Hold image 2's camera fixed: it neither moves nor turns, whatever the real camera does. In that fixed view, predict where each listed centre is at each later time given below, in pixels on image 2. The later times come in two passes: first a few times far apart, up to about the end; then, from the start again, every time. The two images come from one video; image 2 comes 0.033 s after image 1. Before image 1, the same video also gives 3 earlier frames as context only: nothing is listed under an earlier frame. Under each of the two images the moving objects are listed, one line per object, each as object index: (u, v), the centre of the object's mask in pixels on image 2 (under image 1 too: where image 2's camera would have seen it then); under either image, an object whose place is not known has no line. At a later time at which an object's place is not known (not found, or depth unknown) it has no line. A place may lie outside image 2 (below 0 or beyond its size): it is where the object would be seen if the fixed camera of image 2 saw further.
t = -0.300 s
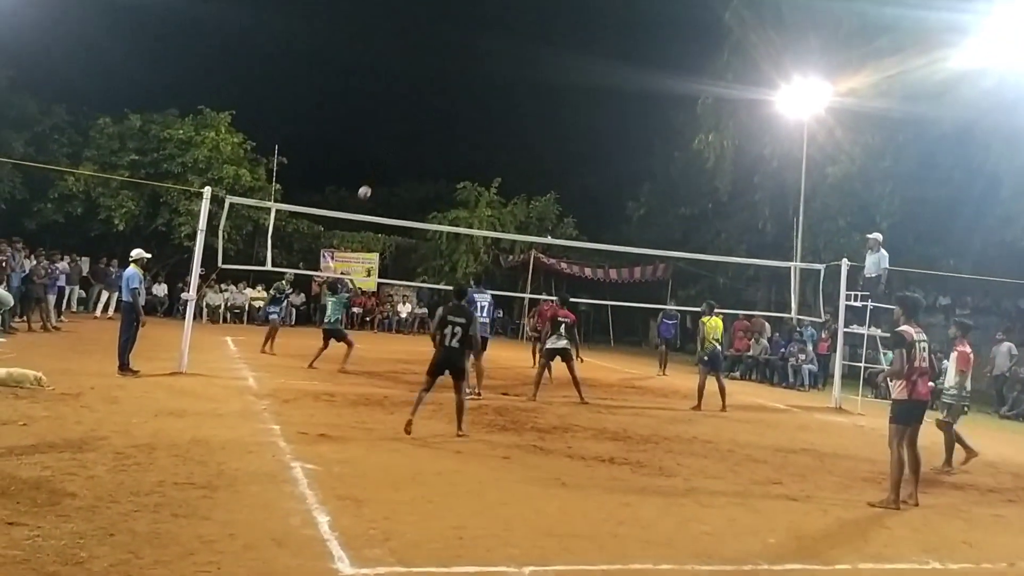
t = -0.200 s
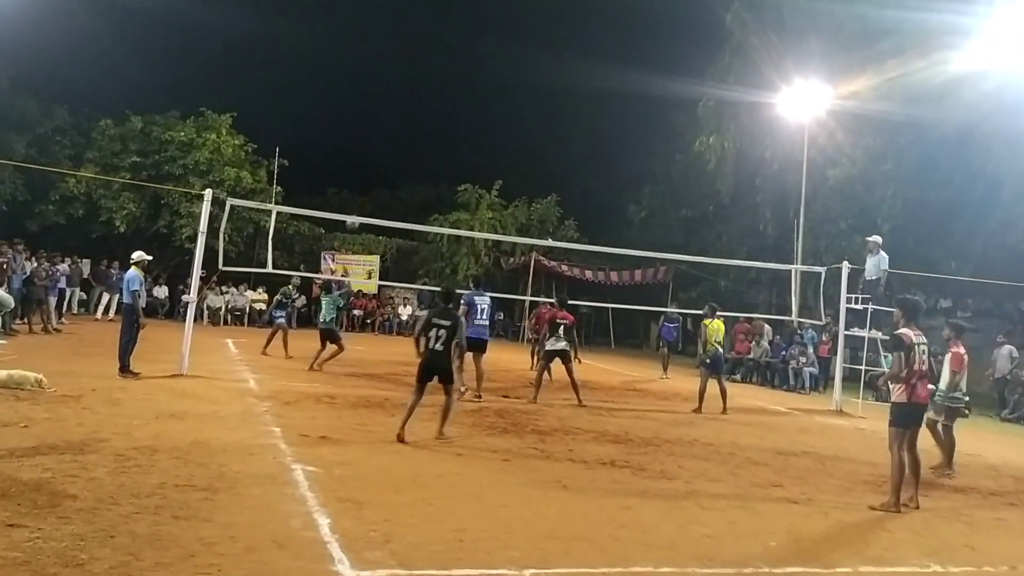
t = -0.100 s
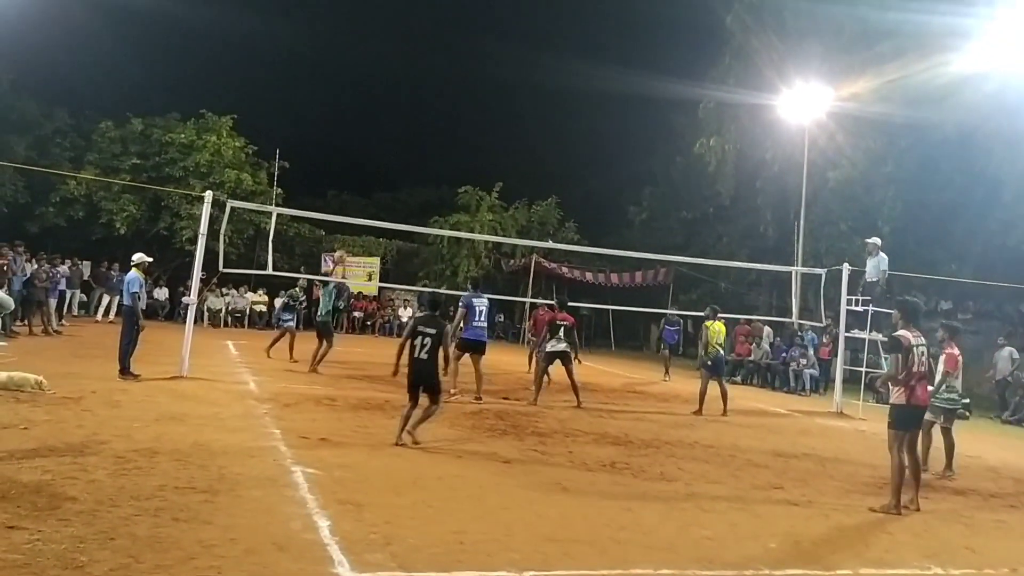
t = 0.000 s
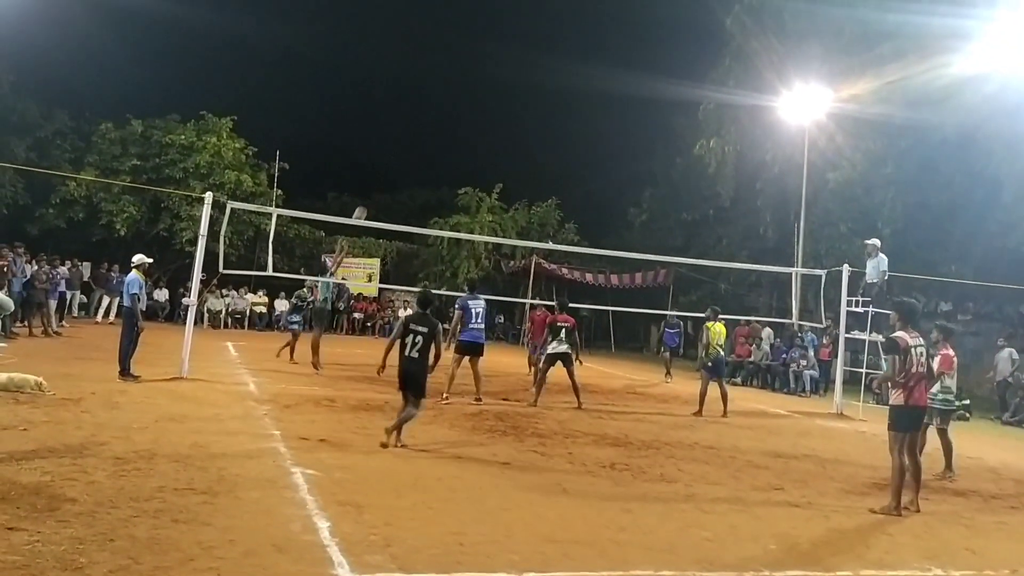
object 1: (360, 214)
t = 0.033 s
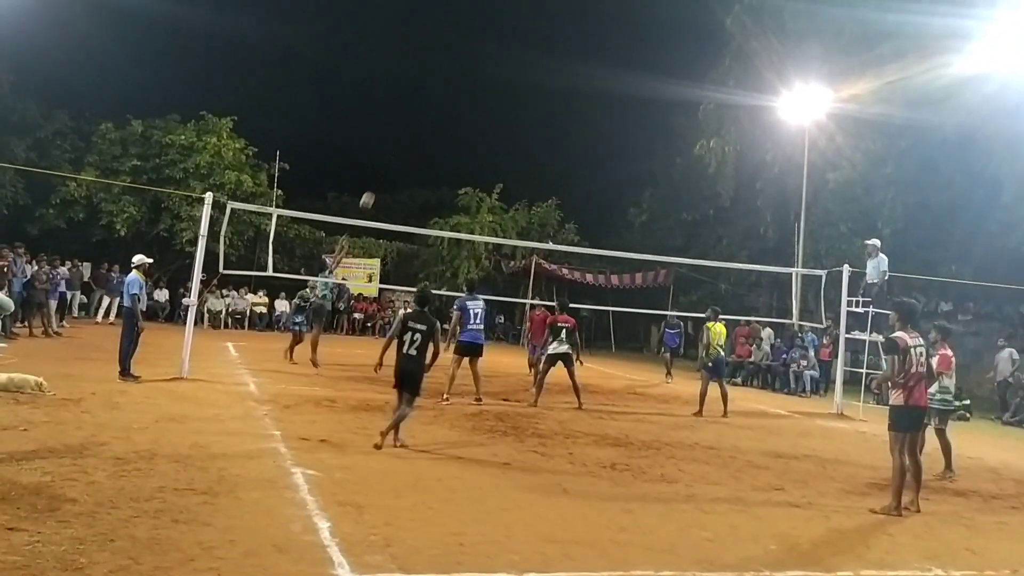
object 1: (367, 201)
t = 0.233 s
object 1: (412, 123)
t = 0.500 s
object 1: (466, 59)
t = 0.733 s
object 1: (509, 37)
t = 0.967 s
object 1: (547, 46)
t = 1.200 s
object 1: (581, 84)
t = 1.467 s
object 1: (613, 160)
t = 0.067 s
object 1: (375, 186)
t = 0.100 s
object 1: (382, 171)
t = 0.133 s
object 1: (390, 158)
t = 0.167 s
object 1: (397, 146)
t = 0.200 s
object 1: (405, 133)
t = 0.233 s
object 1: (412, 123)
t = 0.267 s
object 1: (418, 113)
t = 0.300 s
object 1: (426, 103)
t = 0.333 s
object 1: (433, 94)
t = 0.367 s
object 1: (439, 86)
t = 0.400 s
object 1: (446, 77)
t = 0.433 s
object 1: (453, 70)
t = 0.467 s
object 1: (460, 64)
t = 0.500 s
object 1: (466, 59)
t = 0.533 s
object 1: (473, 54)
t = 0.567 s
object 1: (479, 50)
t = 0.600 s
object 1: (485, 46)
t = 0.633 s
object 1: (491, 43)
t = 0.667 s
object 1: (497, 41)
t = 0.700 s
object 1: (503, 38)
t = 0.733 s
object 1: (509, 37)
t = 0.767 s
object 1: (514, 37)
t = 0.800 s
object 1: (520, 37)
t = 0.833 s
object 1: (526, 38)
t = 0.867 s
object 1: (531, 39)
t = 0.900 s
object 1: (536, 41)
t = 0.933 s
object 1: (542, 43)
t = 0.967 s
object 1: (547, 46)
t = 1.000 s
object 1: (552, 49)
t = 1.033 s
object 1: (557, 54)
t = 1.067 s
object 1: (562, 58)
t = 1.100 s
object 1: (567, 64)
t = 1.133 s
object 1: (572, 70)
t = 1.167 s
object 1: (576, 76)
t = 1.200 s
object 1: (581, 84)
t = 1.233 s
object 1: (586, 91)
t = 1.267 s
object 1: (589, 99)
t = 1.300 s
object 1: (594, 108)
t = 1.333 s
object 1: (598, 118)
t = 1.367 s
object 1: (602, 127)
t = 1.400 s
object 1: (606, 138)
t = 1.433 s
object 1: (610, 149)
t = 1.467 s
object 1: (613, 160)
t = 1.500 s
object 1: (617, 172)
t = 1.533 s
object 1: (621, 183)
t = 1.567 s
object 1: (624, 196)
